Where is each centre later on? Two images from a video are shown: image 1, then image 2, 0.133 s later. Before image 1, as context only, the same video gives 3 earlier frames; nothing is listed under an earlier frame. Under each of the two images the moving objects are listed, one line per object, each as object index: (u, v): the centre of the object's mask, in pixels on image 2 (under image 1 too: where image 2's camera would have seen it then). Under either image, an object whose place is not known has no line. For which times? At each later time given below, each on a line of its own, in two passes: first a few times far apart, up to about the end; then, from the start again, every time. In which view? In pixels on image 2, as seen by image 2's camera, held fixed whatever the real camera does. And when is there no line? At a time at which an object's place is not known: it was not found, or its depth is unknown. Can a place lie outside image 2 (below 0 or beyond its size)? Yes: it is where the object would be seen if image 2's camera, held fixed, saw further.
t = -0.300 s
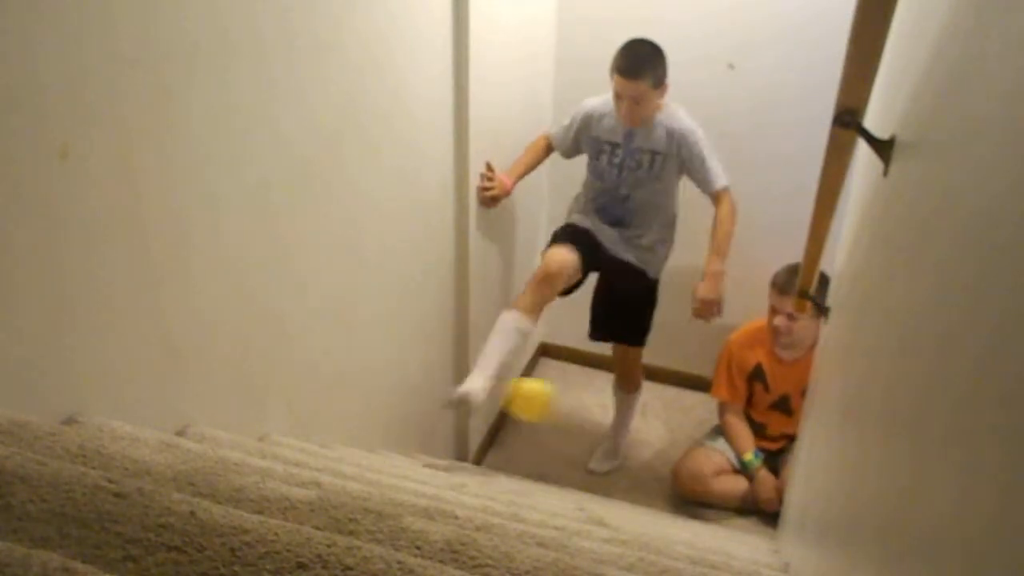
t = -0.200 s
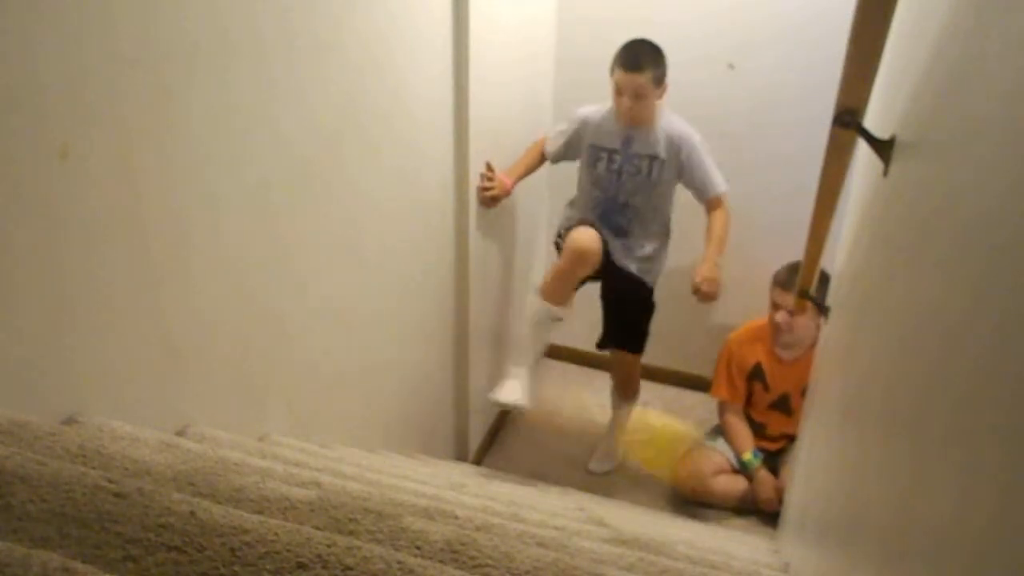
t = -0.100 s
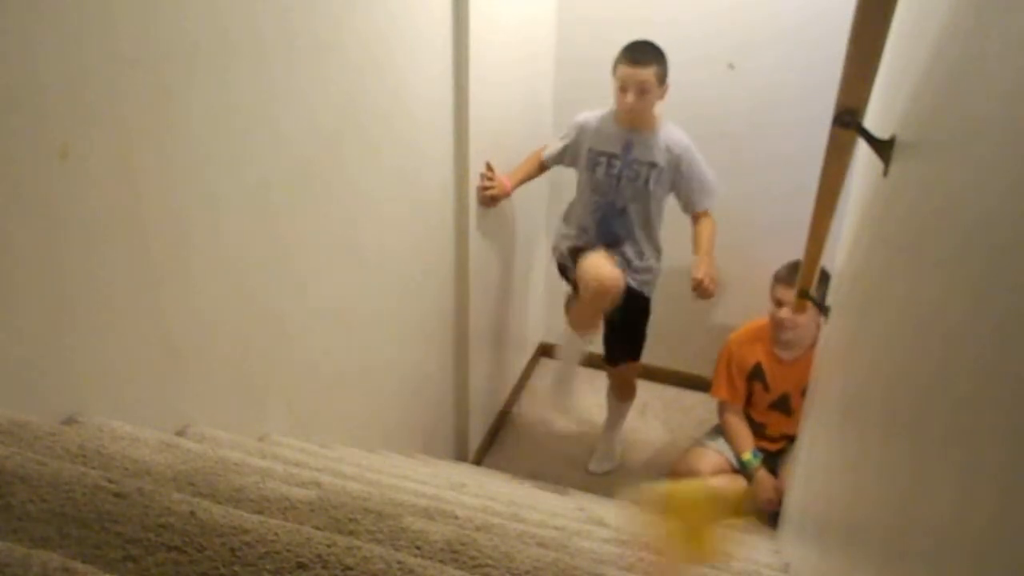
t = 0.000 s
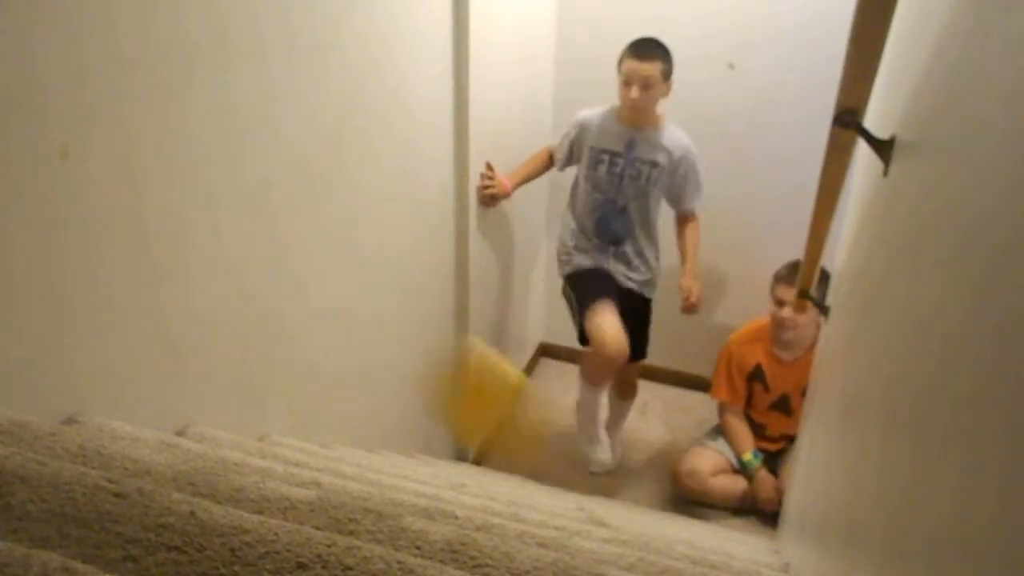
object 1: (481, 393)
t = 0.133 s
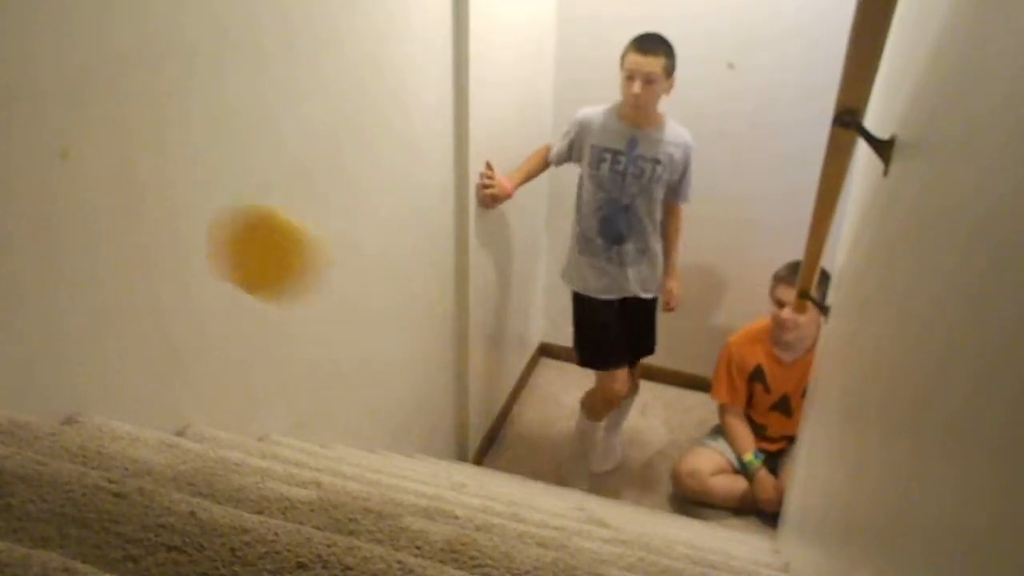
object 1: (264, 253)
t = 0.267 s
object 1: (102, 243)
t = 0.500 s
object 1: (242, 419)
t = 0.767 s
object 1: (475, 368)
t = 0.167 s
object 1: (219, 234)
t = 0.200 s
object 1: (173, 231)
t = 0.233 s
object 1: (137, 235)
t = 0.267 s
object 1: (102, 243)
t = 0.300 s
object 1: (71, 262)
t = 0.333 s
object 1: (45, 285)
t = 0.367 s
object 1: (40, 302)
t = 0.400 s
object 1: (95, 329)
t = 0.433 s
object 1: (149, 358)
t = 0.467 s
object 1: (197, 389)
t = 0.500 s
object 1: (242, 419)
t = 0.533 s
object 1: (286, 444)
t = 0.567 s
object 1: (328, 458)
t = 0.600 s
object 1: (348, 444)
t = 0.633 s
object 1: (372, 422)
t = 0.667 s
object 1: (396, 401)
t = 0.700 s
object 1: (422, 385)
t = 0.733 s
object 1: (449, 374)
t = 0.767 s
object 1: (475, 368)
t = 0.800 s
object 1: (505, 369)
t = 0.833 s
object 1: (530, 376)
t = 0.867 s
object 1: (558, 390)
